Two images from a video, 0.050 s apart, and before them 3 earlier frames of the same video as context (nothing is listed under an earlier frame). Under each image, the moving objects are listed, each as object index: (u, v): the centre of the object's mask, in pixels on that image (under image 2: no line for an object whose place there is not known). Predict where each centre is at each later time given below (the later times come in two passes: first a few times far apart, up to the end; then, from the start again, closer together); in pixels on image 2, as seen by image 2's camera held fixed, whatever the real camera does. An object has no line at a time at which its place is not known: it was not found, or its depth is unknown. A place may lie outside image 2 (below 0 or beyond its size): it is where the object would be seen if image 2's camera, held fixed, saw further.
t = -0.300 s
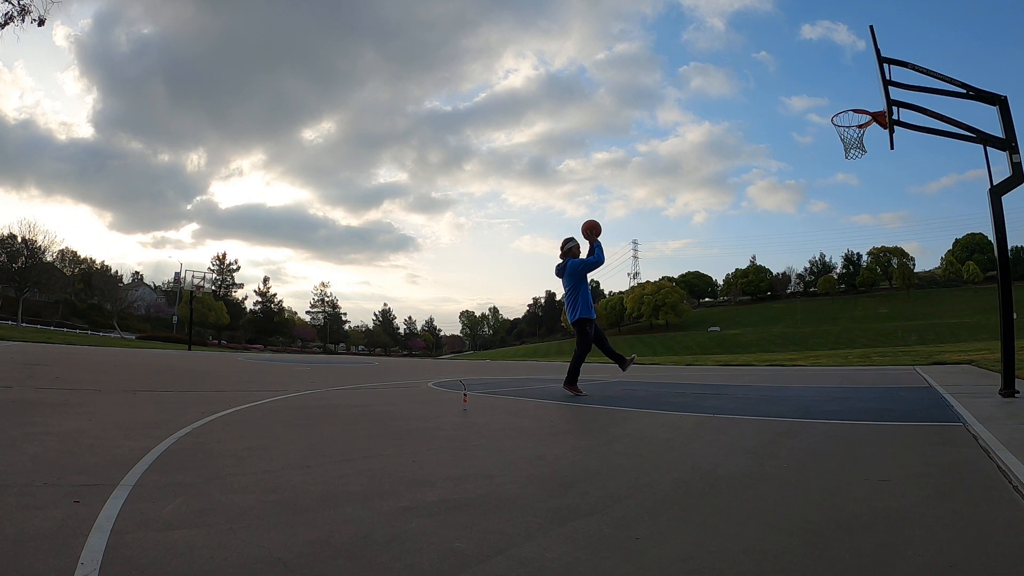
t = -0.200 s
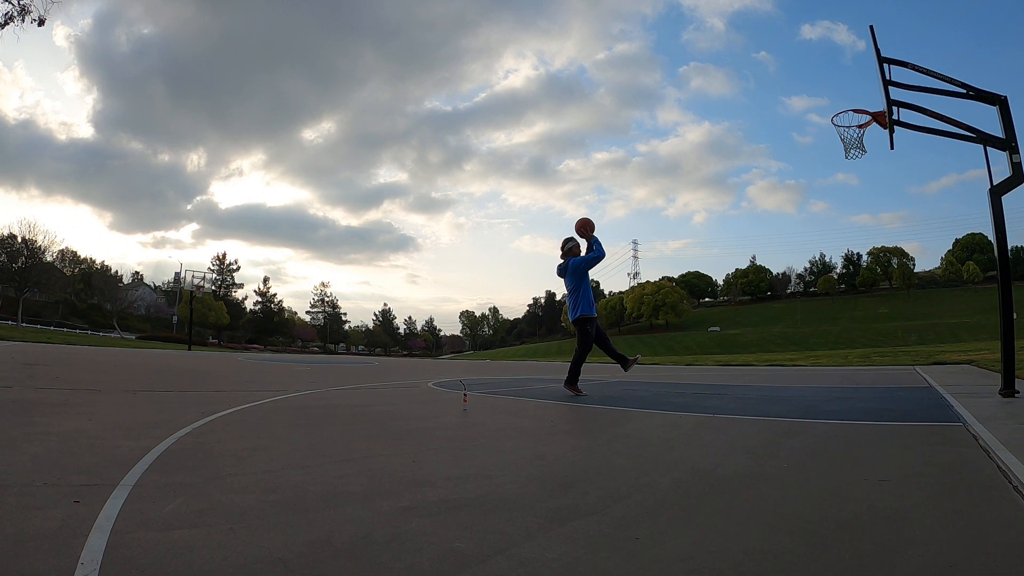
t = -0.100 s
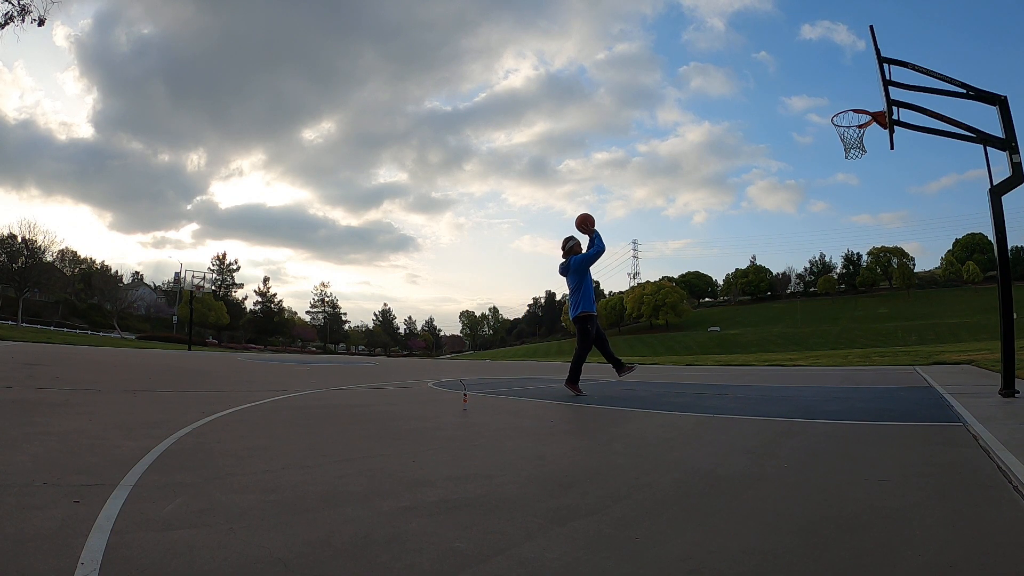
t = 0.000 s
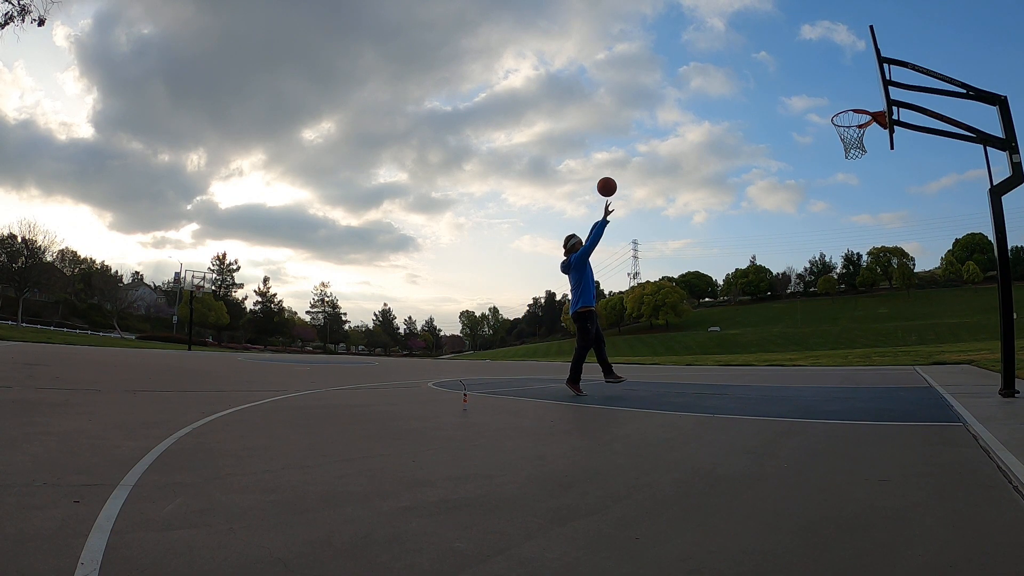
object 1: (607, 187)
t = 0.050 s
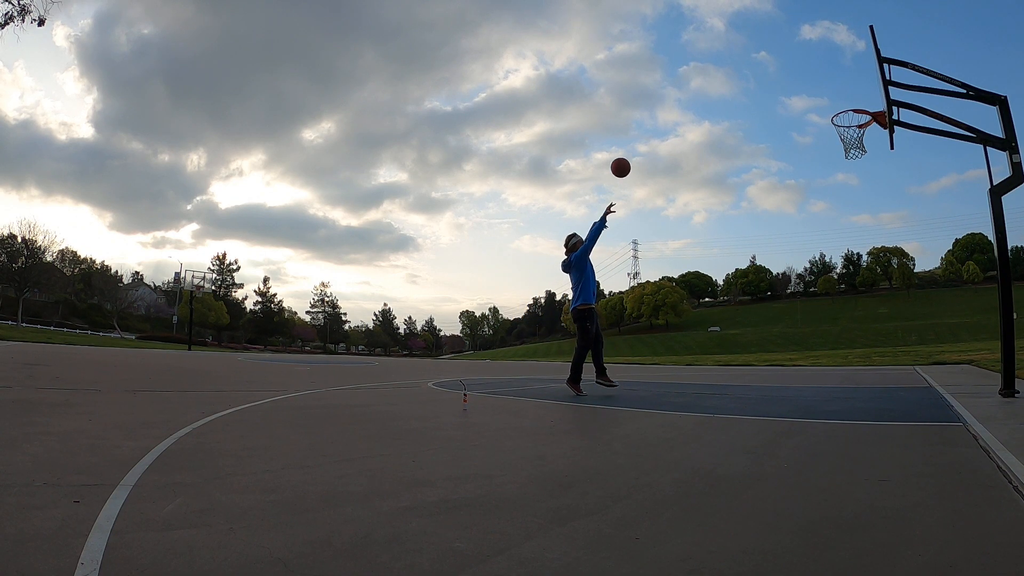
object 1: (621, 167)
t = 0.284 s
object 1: (684, 106)
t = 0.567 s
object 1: (761, 91)
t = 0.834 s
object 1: (814, 127)
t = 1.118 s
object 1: (758, 187)
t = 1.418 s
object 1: (710, 300)
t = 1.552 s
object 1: (690, 362)
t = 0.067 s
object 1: (625, 161)
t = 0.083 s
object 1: (630, 156)
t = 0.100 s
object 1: (634, 150)
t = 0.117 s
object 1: (639, 145)
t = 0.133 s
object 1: (643, 140)
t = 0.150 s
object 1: (648, 135)
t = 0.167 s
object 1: (652, 131)
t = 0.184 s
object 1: (657, 127)
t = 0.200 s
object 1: (661, 123)
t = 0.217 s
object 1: (666, 119)
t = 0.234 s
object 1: (670, 116)
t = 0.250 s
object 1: (675, 112)
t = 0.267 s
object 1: (679, 109)
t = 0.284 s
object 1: (684, 106)
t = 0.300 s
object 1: (688, 104)
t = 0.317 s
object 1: (693, 101)
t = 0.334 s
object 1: (697, 99)
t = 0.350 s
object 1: (702, 97)
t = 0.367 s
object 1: (706, 95)
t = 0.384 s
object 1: (711, 94)
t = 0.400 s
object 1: (715, 93)
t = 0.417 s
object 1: (720, 91)
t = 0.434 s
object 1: (724, 90)
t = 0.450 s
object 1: (729, 90)
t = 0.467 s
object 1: (734, 89)
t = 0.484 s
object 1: (738, 89)
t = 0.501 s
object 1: (743, 89)
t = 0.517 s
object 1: (747, 89)
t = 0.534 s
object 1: (752, 89)
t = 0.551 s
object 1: (757, 90)
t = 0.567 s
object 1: (761, 91)
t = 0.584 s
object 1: (766, 92)
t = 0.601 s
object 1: (771, 93)
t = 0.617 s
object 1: (776, 94)
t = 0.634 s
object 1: (780, 96)
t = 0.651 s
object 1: (785, 98)
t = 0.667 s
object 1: (790, 100)
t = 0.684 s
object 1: (795, 102)
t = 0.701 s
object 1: (800, 105)
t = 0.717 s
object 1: (805, 108)
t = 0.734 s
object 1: (810, 111)
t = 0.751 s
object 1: (815, 114)
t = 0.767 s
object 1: (820, 117)
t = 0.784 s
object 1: (824, 121)
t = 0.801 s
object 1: (822, 123)
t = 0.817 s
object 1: (818, 124)
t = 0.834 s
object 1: (814, 127)
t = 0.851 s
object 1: (810, 129)
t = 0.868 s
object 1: (807, 131)
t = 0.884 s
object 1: (803, 134)
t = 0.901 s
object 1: (800, 136)
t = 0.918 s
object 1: (796, 139)
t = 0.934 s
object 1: (793, 142)
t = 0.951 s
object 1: (789, 145)
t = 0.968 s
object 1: (786, 149)
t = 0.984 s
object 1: (783, 152)
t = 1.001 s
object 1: (780, 156)
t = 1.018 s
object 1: (777, 160)
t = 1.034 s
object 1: (773, 164)
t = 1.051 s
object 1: (770, 168)
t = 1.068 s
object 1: (767, 173)
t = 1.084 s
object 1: (764, 177)
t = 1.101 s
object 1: (761, 182)
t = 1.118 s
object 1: (758, 187)
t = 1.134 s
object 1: (755, 192)
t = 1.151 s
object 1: (752, 197)
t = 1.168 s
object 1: (750, 202)
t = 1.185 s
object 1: (747, 208)
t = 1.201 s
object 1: (744, 214)
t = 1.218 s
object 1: (741, 219)
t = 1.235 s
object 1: (739, 225)
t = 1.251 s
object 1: (736, 231)
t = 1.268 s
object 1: (733, 238)
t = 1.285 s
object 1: (731, 244)
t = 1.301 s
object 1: (728, 250)
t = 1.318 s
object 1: (725, 257)
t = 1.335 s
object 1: (723, 264)
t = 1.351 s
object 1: (720, 271)
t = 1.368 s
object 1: (717, 278)
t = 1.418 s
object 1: (710, 300)
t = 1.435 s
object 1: (707, 307)
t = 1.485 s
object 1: (700, 330)
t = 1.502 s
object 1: (697, 338)
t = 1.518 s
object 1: (695, 346)
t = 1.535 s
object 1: (692, 354)
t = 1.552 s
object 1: (690, 362)
